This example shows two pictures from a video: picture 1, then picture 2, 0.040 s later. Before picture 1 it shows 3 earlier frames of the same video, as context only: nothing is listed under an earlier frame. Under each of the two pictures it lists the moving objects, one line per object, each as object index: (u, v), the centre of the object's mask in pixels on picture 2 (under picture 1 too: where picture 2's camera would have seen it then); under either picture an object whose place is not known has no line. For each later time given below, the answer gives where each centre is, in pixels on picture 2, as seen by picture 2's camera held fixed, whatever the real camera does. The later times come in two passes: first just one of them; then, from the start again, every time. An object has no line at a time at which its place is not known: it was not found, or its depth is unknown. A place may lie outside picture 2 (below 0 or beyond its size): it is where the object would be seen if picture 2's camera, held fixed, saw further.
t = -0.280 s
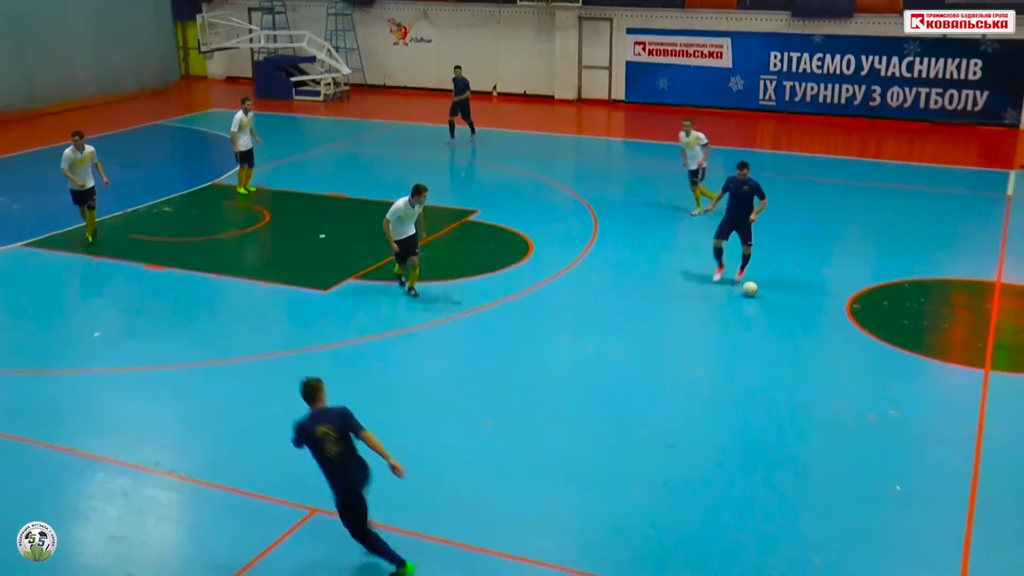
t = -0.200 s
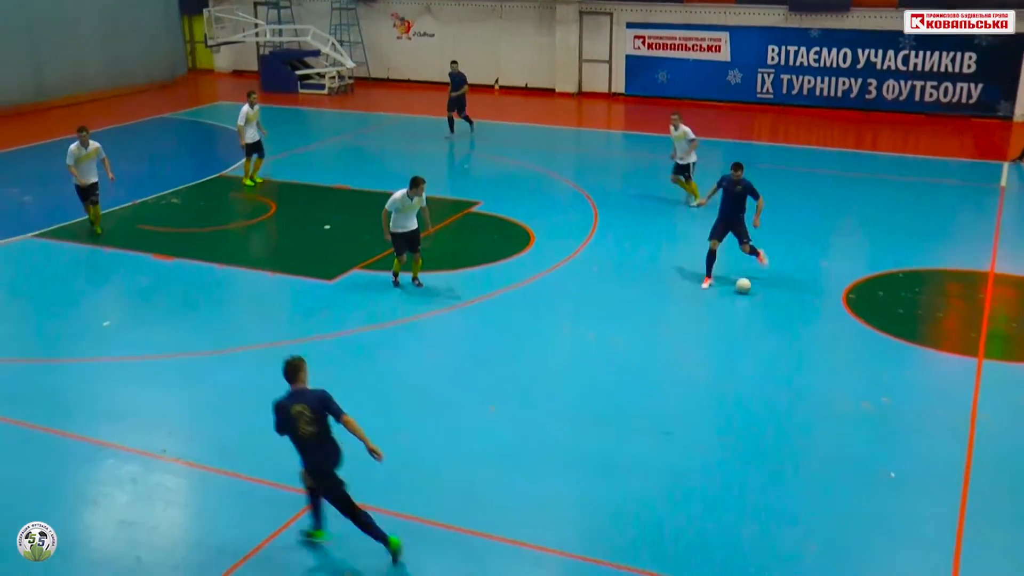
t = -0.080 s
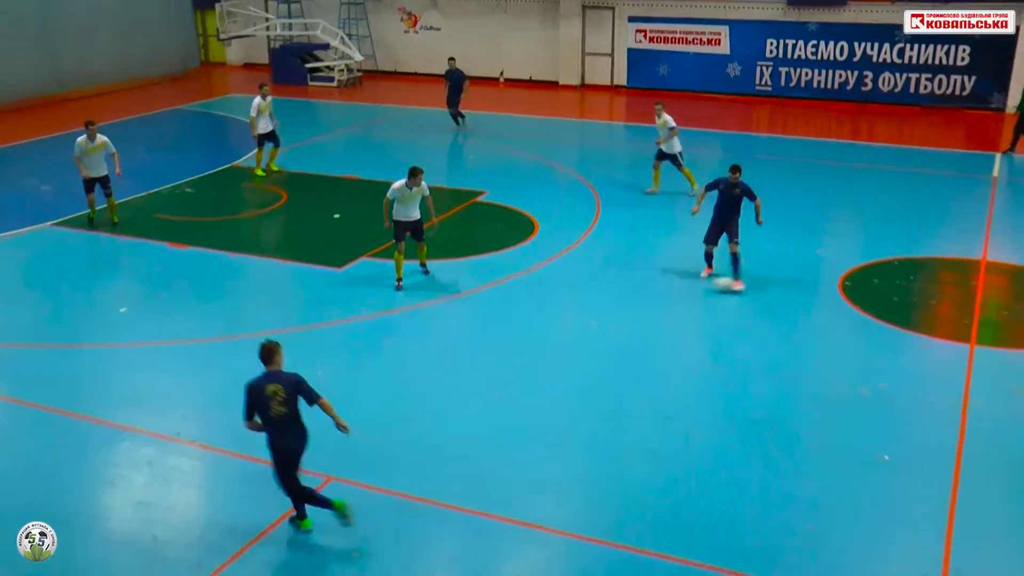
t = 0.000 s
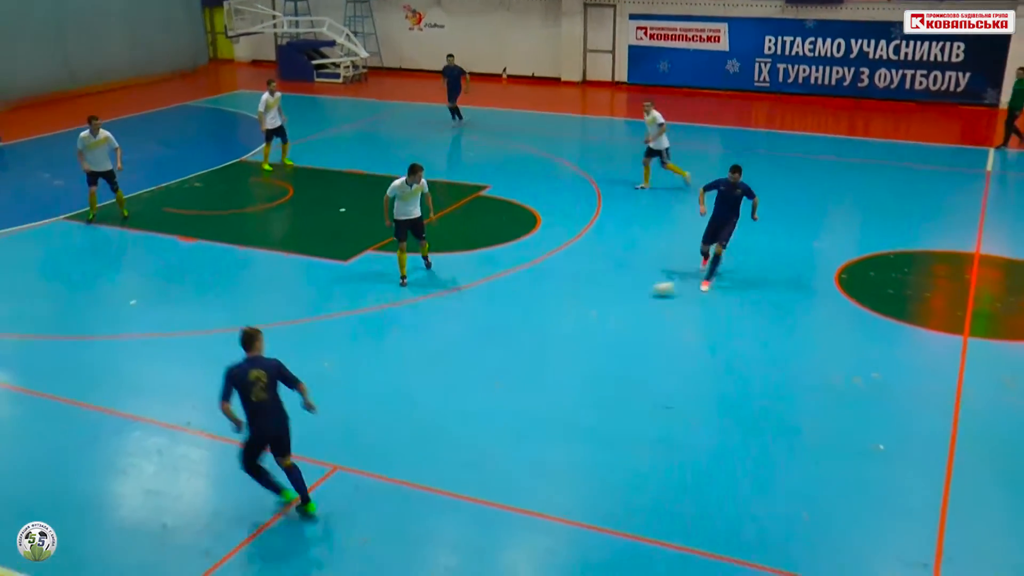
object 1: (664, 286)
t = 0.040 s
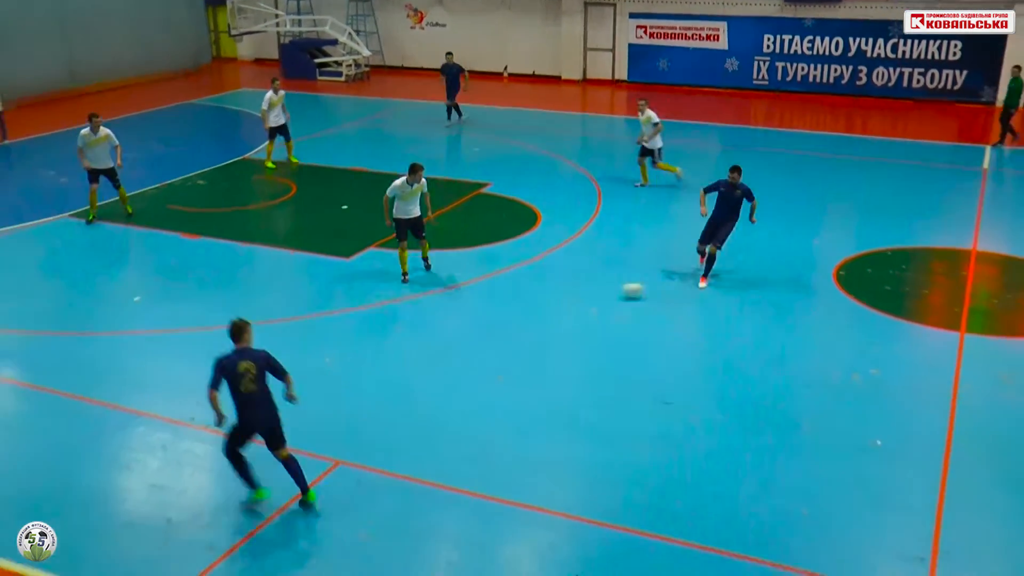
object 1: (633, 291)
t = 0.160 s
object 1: (542, 307)
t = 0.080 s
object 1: (602, 296)
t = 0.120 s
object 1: (572, 302)
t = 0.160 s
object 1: (542, 307)
